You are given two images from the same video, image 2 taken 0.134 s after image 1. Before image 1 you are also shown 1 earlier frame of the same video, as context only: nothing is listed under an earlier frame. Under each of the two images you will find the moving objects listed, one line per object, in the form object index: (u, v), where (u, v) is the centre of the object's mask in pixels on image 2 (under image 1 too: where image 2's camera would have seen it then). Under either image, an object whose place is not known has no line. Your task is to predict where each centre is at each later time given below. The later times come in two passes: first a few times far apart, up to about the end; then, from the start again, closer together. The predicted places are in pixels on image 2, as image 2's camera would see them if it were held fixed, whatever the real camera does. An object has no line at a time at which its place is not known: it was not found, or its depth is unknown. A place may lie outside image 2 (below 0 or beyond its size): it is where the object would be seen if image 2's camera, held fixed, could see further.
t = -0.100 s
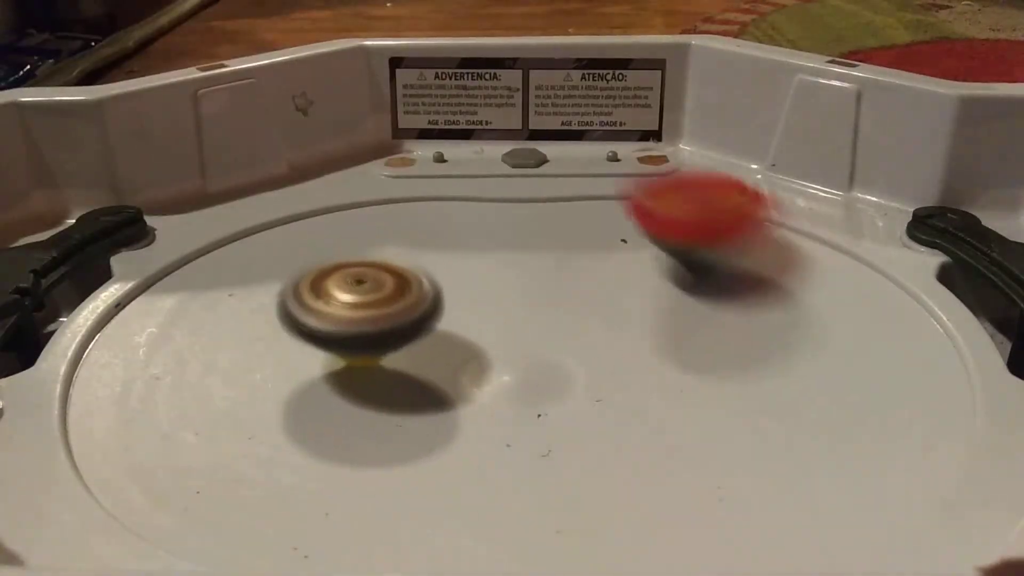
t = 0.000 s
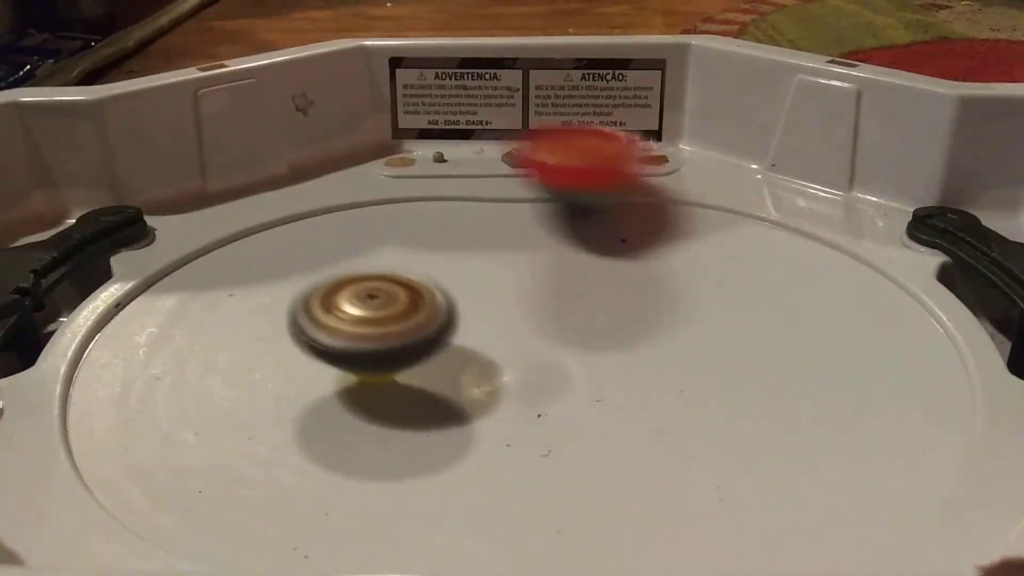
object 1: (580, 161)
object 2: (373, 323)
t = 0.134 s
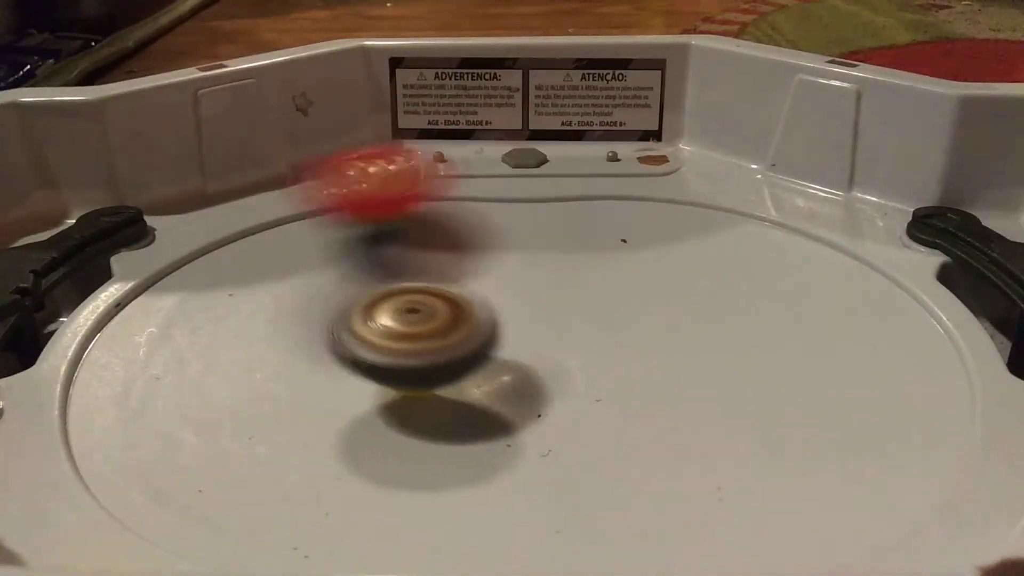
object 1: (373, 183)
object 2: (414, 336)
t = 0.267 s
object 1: (136, 243)
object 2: (466, 336)
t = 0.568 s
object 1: (570, 465)
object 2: (487, 297)
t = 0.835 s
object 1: (847, 196)
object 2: (519, 298)
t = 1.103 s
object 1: (397, 174)
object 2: (551, 301)
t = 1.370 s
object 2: (555, 304)
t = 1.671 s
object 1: (882, 398)
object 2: (582, 313)
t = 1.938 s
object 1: (756, 169)
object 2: (611, 324)
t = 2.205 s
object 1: (300, 210)
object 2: (624, 327)
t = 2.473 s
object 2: (610, 330)
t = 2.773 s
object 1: (945, 346)
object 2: (576, 339)
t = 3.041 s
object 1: (748, 182)
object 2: (529, 359)
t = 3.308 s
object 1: (365, 226)
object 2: (549, 348)
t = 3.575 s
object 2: (490, 351)
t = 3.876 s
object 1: (701, 426)
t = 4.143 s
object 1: (761, 263)
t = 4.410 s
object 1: (491, 208)
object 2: (460, 316)
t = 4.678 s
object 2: (479, 305)
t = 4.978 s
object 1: (642, 399)
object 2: (493, 298)
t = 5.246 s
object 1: (664, 255)
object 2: (503, 299)
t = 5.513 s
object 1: (539, 212)
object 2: (473, 308)
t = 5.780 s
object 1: (440, 229)
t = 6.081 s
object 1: (516, 263)
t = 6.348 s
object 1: (635, 270)
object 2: (566, 394)
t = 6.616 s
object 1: (673, 267)
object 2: (605, 374)
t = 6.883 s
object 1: (711, 258)
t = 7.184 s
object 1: (660, 274)
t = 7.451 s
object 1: (649, 327)
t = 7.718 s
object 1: (642, 355)
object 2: (466, 313)
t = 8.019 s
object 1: (591, 361)
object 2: (478, 297)
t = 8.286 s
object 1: (613, 385)
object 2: (504, 283)
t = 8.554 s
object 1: (586, 362)
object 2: (525, 278)
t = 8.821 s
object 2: (563, 281)
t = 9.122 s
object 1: (492, 364)
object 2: (617, 296)
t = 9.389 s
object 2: (636, 314)
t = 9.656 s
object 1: (365, 326)
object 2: (627, 331)
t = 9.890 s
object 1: (416, 308)
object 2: (592, 347)
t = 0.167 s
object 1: (307, 193)
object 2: (427, 339)
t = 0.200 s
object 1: (246, 205)
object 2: (441, 339)
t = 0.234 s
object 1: (187, 221)
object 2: (454, 338)
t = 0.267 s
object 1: (136, 243)
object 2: (466, 336)
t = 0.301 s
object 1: (99, 272)
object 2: (475, 332)
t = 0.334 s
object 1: (92, 312)
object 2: (477, 325)
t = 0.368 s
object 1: (96, 352)
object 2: (476, 316)
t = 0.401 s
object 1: (114, 397)
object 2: (478, 307)
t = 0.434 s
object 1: (160, 439)
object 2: (484, 300)
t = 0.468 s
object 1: (234, 469)
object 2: (488, 297)
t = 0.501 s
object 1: (332, 485)
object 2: (490, 296)
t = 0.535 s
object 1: (450, 476)
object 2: (489, 296)
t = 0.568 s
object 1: (570, 465)
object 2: (487, 297)
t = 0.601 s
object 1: (680, 448)
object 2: (486, 298)
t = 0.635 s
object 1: (765, 418)
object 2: (485, 299)
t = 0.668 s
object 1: (836, 381)
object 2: (486, 301)
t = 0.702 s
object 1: (881, 342)
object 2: (489, 302)
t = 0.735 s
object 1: (908, 302)
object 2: (497, 301)
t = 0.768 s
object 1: (917, 263)
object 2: (504, 299)
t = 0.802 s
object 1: (903, 232)
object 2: (511, 298)
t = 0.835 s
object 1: (847, 196)
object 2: (519, 298)
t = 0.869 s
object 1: (802, 187)
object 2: (526, 298)
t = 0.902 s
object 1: (754, 166)
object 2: (532, 298)
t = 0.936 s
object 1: (704, 154)
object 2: (536, 298)
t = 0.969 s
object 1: (654, 155)
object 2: (539, 299)
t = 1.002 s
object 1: (594, 156)
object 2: (542, 300)
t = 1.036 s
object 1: (529, 159)
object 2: (547, 300)
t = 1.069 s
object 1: (461, 167)
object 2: (551, 301)
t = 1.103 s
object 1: (397, 174)
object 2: (551, 301)
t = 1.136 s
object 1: (335, 179)
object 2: (552, 301)
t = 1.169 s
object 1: (271, 190)
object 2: (553, 301)
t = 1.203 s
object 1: (215, 205)
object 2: (554, 301)
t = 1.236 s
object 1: (167, 225)
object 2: (553, 301)
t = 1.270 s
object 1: (131, 247)
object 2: (553, 301)
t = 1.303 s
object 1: (104, 275)
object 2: (554, 302)
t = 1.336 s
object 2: (555, 303)
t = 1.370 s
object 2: (555, 304)
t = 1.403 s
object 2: (558, 306)
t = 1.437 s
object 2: (563, 308)
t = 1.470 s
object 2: (568, 309)
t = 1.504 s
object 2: (570, 310)
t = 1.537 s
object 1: (460, 471)
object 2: (572, 310)
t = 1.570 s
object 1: (587, 465)
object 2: (573, 312)
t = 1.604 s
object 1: (712, 455)
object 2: (576, 312)
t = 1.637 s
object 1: (817, 431)
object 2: (579, 312)
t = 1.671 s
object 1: (882, 398)
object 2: (582, 313)
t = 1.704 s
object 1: (932, 361)
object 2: (585, 315)
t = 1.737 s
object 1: (955, 318)
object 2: (590, 317)
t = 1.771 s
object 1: (948, 280)
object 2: (594, 319)
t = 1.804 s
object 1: (924, 255)
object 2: (599, 320)
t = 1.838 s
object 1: (889, 226)
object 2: (602, 321)
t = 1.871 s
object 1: (846, 202)
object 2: (605, 322)
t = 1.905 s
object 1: (807, 185)
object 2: (609, 324)
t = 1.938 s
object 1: (756, 169)
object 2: (611, 324)
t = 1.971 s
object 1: (703, 158)
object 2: (614, 325)
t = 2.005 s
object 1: (645, 154)
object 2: (617, 326)
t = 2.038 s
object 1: (591, 155)
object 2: (619, 327)
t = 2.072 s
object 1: (530, 160)
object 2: (621, 328)
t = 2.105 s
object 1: (467, 171)
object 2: (623, 328)
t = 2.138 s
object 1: (404, 182)
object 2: (623, 327)
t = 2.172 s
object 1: (349, 193)
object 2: (624, 327)
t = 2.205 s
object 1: (300, 210)
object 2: (624, 327)
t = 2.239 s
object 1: (252, 234)
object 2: (624, 327)
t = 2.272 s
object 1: (215, 258)
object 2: (624, 327)
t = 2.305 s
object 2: (623, 328)
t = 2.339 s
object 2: (621, 328)
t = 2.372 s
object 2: (619, 328)
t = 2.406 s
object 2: (615, 329)
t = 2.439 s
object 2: (613, 330)
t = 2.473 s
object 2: (610, 330)
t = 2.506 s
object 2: (607, 331)
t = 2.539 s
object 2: (603, 332)
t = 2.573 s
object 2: (600, 332)
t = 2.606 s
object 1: (638, 464)
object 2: (596, 332)
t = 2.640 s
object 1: (736, 451)
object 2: (592, 334)
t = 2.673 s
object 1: (817, 432)
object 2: (588, 336)
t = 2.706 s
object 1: (879, 404)
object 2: (584, 338)
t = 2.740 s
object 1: (924, 376)
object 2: (580, 339)
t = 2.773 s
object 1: (945, 346)
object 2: (576, 339)
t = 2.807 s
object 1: (950, 315)
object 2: (571, 339)
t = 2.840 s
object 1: (944, 282)
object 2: (565, 341)
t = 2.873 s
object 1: (921, 258)
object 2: (557, 345)
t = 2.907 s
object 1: (890, 236)
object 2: (549, 348)
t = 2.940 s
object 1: (853, 216)
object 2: (540, 351)
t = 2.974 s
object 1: (819, 204)
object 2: (530, 355)
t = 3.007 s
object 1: (786, 191)
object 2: (526, 358)
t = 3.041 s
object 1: (748, 182)
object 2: (529, 359)
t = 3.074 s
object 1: (707, 183)
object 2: (534, 359)
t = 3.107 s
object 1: (662, 178)
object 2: (541, 359)
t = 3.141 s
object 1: (615, 177)
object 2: (547, 358)
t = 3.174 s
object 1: (565, 181)
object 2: (552, 357)
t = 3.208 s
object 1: (518, 191)
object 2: (553, 355)
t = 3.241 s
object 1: (464, 202)
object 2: (555, 353)
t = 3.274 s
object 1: (410, 212)
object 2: (553, 349)
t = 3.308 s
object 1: (365, 226)
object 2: (549, 348)
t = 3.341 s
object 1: (322, 240)
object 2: (539, 348)
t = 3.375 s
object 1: (285, 258)
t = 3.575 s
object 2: (490, 351)
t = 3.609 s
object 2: (484, 348)
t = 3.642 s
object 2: (477, 346)
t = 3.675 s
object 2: (472, 341)
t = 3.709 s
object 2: (466, 338)
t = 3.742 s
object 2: (460, 336)
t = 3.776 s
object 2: (458, 338)
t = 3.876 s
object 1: (701, 426)
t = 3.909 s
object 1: (747, 409)
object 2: (464, 345)
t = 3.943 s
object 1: (782, 390)
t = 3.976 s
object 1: (804, 366)
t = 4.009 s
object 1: (813, 344)
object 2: (459, 338)
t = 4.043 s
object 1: (811, 319)
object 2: (457, 335)
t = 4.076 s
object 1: (801, 300)
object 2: (457, 333)
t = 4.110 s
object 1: (784, 281)
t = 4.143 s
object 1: (761, 263)
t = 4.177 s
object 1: (736, 249)
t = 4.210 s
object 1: (704, 232)
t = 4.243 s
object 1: (671, 220)
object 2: (458, 325)
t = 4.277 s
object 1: (637, 211)
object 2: (459, 322)
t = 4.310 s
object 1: (601, 206)
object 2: (459, 320)
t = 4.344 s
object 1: (565, 203)
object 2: (458, 319)
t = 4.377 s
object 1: (527, 203)
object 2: (459, 318)
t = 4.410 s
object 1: (491, 208)
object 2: (460, 316)
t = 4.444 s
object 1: (451, 213)
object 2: (461, 315)
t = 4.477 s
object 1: (407, 219)
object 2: (461, 313)
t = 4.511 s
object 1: (369, 229)
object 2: (455, 310)
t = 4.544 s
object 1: (333, 242)
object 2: (467, 312)
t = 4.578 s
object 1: (302, 257)
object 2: (469, 310)
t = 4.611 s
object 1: (277, 276)
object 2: (472, 308)
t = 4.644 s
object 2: (476, 306)
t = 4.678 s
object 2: (479, 305)
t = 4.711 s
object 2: (482, 303)
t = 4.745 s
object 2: (485, 302)
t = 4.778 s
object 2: (487, 301)
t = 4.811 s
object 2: (489, 300)
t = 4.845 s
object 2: (490, 299)
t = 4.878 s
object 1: (463, 416)
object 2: (490, 298)
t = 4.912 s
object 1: (524, 413)
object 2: (491, 298)
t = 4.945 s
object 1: (586, 407)
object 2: (492, 298)
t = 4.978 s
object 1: (642, 399)
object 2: (493, 298)
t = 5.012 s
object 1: (685, 384)
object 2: (493, 298)
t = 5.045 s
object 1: (713, 366)
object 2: (493, 298)
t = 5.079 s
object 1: (727, 344)
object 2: (493, 298)
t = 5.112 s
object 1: (728, 326)
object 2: (493, 298)
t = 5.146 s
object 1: (723, 303)
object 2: (493, 299)
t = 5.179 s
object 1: (708, 284)
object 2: (495, 299)
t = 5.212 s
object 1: (688, 268)
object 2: (499, 299)
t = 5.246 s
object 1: (664, 255)
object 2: (503, 299)
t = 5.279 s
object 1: (638, 245)
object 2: (507, 299)
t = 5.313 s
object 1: (624, 234)
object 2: (499, 302)
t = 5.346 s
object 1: (616, 225)
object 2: (492, 303)
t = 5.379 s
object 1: (607, 217)
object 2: (488, 303)
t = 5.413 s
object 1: (592, 214)
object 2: (486, 302)
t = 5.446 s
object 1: (574, 213)
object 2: (486, 300)
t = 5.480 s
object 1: (552, 213)
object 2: (483, 302)
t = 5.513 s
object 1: (539, 212)
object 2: (473, 308)
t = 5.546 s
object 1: (528, 210)
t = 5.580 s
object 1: (516, 206)
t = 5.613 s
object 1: (500, 206)
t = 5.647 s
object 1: (484, 209)
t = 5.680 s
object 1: (469, 213)
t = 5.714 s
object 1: (455, 217)
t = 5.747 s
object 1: (445, 221)
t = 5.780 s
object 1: (440, 229)
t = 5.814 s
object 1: (438, 235)
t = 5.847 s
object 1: (442, 242)
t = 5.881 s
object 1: (450, 247)
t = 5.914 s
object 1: (460, 249)
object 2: (458, 360)
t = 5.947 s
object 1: (469, 252)
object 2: (463, 366)
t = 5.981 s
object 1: (479, 255)
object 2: (470, 370)
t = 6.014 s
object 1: (490, 258)
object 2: (478, 374)
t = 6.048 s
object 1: (502, 260)
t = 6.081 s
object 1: (516, 263)
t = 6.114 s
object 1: (531, 264)
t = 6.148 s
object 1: (548, 267)
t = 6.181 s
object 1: (566, 268)
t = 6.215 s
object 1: (582, 270)
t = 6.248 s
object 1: (597, 271)
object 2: (540, 391)
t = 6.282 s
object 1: (612, 271)
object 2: (549, 393)
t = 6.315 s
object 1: (625, 271)
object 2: (558, 394)
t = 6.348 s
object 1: (635, 270)
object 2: (566, 394)
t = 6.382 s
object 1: (643, 270)
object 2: (572, 393)
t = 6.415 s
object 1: (650, 269)
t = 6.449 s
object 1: (655, 268)
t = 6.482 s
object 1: (660, 268)
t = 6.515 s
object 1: (664, 267)
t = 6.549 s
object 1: (668, 267)
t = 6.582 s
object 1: (670, 267)
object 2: (601, 378)
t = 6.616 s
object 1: (673, 267)
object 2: (605, 374)
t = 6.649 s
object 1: (674, 267)
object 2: (608, 371)
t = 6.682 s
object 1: (675, 268)
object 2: (609, 367)
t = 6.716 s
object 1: (678, 269)
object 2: (607, 365)
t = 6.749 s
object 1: (682, 269)
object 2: (602, 363)
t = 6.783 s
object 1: (687, 270)
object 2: (597, 361)
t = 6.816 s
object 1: (699, 267)
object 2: (582, 360)
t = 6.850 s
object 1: (707, 263)
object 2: (571, 359)
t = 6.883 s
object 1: (711, 258)
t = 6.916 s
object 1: (711, 256)
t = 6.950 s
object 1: (708, 254)
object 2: (554, 348)
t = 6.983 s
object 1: (704, 253)
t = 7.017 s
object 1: (699, 253)
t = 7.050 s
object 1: (691, 254)
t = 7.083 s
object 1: (682, 257)
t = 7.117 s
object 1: (674, 261)
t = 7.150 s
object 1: (666, 267)
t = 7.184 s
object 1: (660, 274)
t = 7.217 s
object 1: (655, 282)
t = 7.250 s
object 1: (651, 289)
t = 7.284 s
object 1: (650, 296)
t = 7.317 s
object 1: (649, 303)
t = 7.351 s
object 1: (648, 310)
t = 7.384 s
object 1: (648, 316)
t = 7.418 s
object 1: (649, 321)
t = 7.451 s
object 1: (649, 327)
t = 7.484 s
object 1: (649, 332)
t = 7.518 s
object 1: (648, 337)
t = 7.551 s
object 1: (649, 341)
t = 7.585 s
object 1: (649, 345)
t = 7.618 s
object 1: (649, 348)
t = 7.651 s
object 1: (647, 351)
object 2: (461, 319)
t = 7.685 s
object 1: (646, 354)
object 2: (463, 316)
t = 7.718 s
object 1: (642, 355)
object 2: (466, 313)
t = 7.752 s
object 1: (638, 357)
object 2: (469, 310)
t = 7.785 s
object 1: (634, 358)
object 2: (473, 307)
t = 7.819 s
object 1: (628, 360)
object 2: (475, 305)
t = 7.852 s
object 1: (623, 361)
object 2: (476, 304)
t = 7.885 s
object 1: (617, 361)
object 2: (477, 302)
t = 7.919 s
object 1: (611, 361)
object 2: (478, 301)
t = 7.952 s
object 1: (604, 361)
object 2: (478, 300)
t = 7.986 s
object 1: (597, 362)
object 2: (478, 299)
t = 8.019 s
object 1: (591, 361)
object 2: (478, 297)
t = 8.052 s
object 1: (586, 363)
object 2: (480, 295)
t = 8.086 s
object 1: (587, 370)
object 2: (483, 292)
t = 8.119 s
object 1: (592, 375)
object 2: (489, 290)
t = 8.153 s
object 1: (597, 379)
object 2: (492, 289)
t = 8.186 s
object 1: (602, 382)
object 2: (496, 287)
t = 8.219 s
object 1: (606, 384)
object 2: (499, 285)
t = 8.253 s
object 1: (610, 385)
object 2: (502, 284)
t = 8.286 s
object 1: (613, 385)
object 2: (504, 283)
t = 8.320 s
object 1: (614, 384)
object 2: (506, 283)
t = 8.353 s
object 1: (615, 383)
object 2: (508, 283)
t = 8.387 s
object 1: (613, 380)
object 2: (510, 283)
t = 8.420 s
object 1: (610, 377)
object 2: (513, 284)
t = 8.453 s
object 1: (606, 372)
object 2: (514, 283)
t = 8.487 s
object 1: (600, 366)
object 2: (516, 282)
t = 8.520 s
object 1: (594, 362)
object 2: (519, 282)
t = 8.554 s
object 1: (586, 362)
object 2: (525, 278)
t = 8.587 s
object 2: (530, 275)
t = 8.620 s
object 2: (534, 275)
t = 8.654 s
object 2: (538, 275)
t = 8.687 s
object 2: (541, 277)
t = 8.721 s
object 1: (551, 371)
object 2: (546, 278)
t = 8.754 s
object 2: (549, 280)
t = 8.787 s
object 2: (556, 280)
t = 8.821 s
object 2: (563, 281)
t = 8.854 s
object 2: (571, 282)
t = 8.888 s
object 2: (577, 283)
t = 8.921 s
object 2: (583, 285)
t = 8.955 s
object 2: (589, 286)
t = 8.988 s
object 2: (595, 288)
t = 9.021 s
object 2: (601, 290)
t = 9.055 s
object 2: (607, 291)
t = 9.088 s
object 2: (612, 293)
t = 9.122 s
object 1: (492, 364)
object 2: (617, 296)
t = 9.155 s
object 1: (480, 361)
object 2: (621, 299)
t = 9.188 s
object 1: (468, 358)
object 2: (624, 302)
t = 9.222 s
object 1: (456, 355)
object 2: (627, 303)
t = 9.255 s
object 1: (444, 351)
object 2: (630, 306)
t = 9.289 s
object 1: (432, 348)
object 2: (632, 308)
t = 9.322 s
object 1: (420, 346)
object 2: (634, 310)
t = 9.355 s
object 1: (410, 344)
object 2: (635, 312)
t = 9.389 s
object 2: (636, 314)
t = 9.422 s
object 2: (637, 316)
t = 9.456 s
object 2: (637, 319)
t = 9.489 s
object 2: (636, 321)
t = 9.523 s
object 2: (635, 323)
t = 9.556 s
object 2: (634, 325)
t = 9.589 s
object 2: (633, 327)
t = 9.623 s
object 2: (630, 329)
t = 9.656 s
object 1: (365, 326)
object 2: (627, 331)
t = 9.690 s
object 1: (370, 325)
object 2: (624, 333)
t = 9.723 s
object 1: (375, 322)
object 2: (620, 336)
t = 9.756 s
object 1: (381, 320)
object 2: (615, 338)
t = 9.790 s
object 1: (389, 318)
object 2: (610, 341)
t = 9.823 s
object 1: (398, 315)
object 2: (604, 343)
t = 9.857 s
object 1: (407, 311)
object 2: (598, 345)
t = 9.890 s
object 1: (416, 308)
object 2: (592, 347)
